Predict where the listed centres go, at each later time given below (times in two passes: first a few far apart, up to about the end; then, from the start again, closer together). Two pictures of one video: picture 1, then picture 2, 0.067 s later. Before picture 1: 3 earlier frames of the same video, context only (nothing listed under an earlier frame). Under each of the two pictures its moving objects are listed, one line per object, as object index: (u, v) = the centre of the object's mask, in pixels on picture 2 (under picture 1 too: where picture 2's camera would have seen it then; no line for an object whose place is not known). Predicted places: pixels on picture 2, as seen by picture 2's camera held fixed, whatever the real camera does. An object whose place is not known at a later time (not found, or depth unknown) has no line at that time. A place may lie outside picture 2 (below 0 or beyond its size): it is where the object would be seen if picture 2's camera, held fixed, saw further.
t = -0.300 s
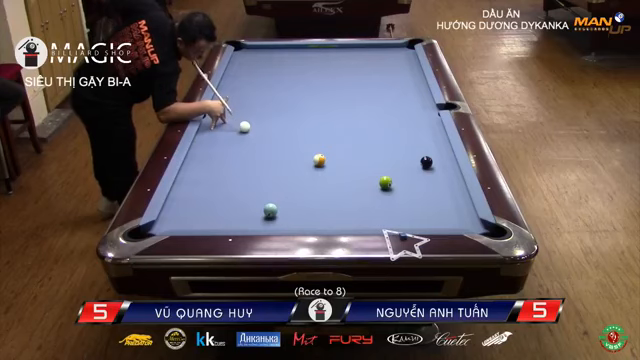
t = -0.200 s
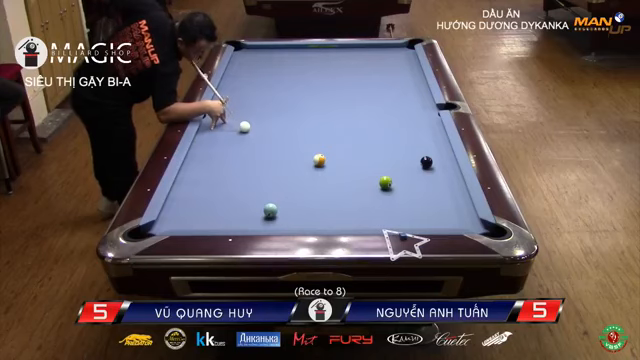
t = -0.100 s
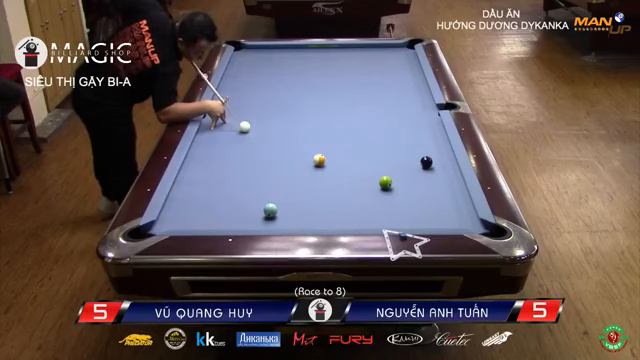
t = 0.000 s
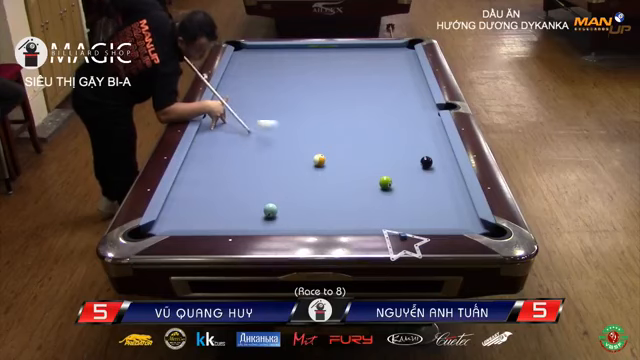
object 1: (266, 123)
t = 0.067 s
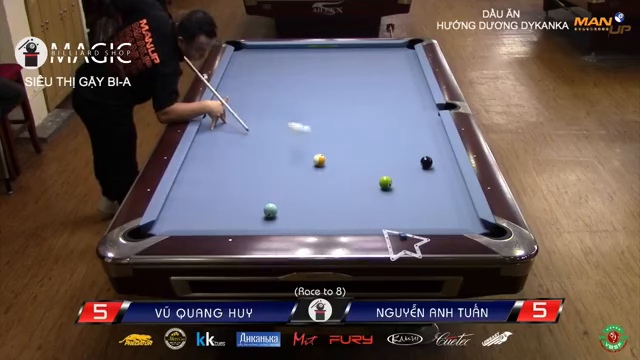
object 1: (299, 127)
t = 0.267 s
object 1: (400, 163)
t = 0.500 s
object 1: (457, 182)
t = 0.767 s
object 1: (414, 200)
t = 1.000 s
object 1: (391, 216)
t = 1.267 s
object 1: (369, 222)
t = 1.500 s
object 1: (352, 220)
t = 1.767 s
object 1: (333, 214)
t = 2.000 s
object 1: (318, 209)
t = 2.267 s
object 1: (303, 203)
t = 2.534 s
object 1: (289, 198)
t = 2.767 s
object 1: (278, 194)
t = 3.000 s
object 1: (267, 190)
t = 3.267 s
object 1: (257, 186)
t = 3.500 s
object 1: (249, 183)
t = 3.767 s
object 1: (241, 180)
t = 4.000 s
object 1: (235, 177)
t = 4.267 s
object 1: (229, 175)
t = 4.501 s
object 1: (224, 173)
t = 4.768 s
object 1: (220, 171)
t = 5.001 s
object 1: (217, 169)
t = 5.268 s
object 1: (215, 168)
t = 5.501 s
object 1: (214, 167)
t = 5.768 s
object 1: (213, 166)
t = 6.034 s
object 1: (212, 166)
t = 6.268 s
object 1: (212, 166)
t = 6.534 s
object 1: (213, 166)
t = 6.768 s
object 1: (213, 166)
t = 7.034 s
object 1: (213, 166)
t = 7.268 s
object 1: (212, 166)
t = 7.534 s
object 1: (213, 166)
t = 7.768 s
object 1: (213, 166)
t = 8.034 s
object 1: (213, 166)
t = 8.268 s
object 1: (213, 166)
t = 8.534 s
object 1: (213, 166)
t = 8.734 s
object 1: (216, 163)
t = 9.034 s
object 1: (210, 163)
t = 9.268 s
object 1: (212, 166)
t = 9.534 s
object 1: (212, 166)
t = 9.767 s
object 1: (213, 166)
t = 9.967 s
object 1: (212, 166)
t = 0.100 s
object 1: (318, 134)
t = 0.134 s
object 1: (337, 141)
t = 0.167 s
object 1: (357, 152)
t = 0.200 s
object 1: (376, 164)
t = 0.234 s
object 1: (390, 165)
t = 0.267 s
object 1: (400, 163)
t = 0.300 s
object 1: (410, 163)
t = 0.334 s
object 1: (422, 166)
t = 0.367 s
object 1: (434, 171)
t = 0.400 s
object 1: (442, 178)
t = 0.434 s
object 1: (455, 189)
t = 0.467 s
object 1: (461, 188)
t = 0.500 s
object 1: (457, 182)
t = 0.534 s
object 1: (452, 181)
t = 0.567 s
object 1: (446, 180)
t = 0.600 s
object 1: (440, 182)
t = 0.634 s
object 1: (433, 187)
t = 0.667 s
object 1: (428, 193)
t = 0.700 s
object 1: (421, 201)
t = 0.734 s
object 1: (417, 200)
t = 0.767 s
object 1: (414, 200)
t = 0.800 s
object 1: (409, 203)
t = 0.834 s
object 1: (405, 207)
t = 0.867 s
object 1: (402, 208)
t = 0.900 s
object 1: (399, 210)
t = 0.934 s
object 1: (396, 212)
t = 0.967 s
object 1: (393, 214)
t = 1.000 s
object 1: (391, 216)
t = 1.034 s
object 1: (388, 218)
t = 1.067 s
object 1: (385, 219)
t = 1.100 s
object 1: (382, 219)
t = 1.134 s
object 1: (380, 221)
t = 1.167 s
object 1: (377, 222)
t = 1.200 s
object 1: (374, 223)
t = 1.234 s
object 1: (372, 223)
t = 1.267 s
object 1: (369, 222)
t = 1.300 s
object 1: (366, 222)
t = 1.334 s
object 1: (363, 222)
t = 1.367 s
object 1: (361, 221)
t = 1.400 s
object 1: (359, 221)
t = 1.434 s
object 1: (356, 220)
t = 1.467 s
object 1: (353, 220)
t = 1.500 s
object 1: (352, 220)
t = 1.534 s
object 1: (349, 219)
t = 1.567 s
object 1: (347, 219)
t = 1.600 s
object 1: (344, 218)
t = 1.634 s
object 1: (340, 217)
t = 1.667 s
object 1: (342, 217)
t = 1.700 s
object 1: (338, 216)
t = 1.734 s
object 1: (335, 215)
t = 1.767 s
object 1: (333, 214)
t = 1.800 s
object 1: (331, 213)
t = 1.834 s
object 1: (329, 212)
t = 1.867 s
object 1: (327, 212)
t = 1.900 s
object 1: (325, 211)
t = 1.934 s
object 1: (322, 210)
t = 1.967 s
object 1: (321, 209)
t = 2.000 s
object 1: (318, 209)
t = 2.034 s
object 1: (316, 208)
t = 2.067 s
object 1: (315, 207)
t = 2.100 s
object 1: (312, 206)
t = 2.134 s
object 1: (310, 206)
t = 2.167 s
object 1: (308, 205)
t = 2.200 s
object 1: (306, 204)
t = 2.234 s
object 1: (305, 204)
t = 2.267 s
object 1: (303, 203)
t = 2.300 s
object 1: (301, 202)
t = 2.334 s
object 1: (299, 202)
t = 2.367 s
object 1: (297, 201)
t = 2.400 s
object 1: (295, 200)
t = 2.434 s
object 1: (294, 200)
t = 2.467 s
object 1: (290, 198)
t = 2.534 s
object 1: (289, 198)
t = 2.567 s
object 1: (287, 197)
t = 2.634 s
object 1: (284, 196)
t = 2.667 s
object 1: (282, 196)
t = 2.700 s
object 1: (281, 195)
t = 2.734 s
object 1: (279, 194)
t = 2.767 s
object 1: (278, 194)
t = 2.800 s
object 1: (276, 193)
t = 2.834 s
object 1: (273, 192)
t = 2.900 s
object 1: (271, 192)
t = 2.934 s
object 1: (270, 191)
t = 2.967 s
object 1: (269, 191)
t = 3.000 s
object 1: (267, 190)
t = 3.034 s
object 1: (266, 190)
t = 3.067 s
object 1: (265, 189)
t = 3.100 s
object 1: (263, 189)
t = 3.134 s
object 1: (262, 188)
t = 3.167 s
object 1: (261, 188)
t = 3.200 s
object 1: (260, 187)
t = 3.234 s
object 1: (258, 187)
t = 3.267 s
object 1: (257, 186)
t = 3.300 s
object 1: (256, 185)
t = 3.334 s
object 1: (255, 185)
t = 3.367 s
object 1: (253, 185)
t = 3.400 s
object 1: (252, 184)
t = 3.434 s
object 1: (251, 184)
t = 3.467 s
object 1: (250, 184)
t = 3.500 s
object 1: (249, 183)
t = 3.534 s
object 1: (248, 183)
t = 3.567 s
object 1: (247, 182)
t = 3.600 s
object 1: (246, 182)
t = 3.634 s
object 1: (245, 182)
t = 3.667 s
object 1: (244, 181)
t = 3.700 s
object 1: (243, 181)
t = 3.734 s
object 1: (242, 180)
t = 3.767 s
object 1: (241, 180)
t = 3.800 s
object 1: (240, 179)
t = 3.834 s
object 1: (239, 179)
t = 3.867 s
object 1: (238, 179)
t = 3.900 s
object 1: (237, 178)
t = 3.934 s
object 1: (236, 178)
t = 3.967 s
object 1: (236, 178)
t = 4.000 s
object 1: (235, 177)
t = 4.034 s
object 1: (234, 177)
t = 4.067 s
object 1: (233, 177)
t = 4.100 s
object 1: (232, 176)
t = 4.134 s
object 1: (232, 176)
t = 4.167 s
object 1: (231, 176)
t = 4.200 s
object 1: (230, 175)
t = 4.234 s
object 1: (229, 175)
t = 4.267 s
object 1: (229, 175)
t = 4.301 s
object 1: (228, 175)
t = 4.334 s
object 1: (227, 174)
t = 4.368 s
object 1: (227, 174)
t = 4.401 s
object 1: (226, 174)
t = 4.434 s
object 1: (225, 173)
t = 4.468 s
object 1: (225, 173)
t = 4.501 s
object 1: (224, 173)
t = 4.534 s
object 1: (224, 173)
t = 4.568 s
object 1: (223, 172)
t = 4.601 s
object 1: (223, 172)
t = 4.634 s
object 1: (222, 172)
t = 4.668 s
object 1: (222, 172)
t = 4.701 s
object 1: (221, 172)
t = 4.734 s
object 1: (221, 171)
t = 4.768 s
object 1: (220, 171)
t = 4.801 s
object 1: (220, 171)
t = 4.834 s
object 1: (219, 171)
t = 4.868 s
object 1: (219, 170)
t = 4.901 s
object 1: (218, 170)
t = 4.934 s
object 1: (218, 170)
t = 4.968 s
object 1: (218, 170)
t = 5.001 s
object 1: (217, 169)
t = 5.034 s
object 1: (217, 169)
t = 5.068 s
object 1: (217, 169)
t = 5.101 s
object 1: (216, 169)
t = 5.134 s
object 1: (216, 169)
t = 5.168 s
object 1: (215, 169)
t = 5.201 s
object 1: (215, 169)
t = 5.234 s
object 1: (215, 168)
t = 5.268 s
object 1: (215, 168)
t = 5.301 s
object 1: (214, 168)
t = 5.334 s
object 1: (214, 168)
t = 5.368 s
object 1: (214, 168)
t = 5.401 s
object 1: (214, 168)
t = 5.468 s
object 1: (214, 167)
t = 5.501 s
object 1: (214, 167)
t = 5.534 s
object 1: (213, 167)
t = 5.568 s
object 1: (213, 167)
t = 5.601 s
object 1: (213, 167)
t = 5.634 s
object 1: (213, 167)
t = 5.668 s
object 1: (213, 167)
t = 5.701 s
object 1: (213, 167)
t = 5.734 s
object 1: (213, 167)
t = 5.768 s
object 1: (213, 166)
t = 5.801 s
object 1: (212, 166)
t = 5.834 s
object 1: (212, 166)
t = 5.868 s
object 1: (212, 166)
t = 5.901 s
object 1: (212, 166)
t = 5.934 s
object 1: (212, 166)
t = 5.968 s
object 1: (212, 166)
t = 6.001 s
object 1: (212, 166)
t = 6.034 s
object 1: (212, 166)
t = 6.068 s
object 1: (212, 166)
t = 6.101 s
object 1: (212, 166)
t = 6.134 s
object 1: (212, 166)
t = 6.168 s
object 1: (212, 166)
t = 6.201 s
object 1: (212, 166)
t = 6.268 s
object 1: (212, 166)
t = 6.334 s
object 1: (212, 166)
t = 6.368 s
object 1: (212, 166)
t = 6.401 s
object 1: (212, 166)
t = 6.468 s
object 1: (213, 166)
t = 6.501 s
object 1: (213, 166)
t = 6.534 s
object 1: (213, 166)
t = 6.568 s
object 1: (213, 166)
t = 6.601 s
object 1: (213, 166)
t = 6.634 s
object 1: (213, 166)
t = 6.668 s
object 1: (213, 166)
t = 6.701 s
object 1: (213, 166)
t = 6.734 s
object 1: (213, 166)
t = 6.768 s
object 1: (213, 166)
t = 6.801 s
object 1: (213, 166)
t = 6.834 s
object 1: (213, 166)
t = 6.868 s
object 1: (212, 166)
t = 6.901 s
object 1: (213, 166)
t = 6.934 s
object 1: (213, 166)
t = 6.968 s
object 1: (213, 166)
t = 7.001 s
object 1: (213, 166)
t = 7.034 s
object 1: (213, 166)
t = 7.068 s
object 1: (213, 166)
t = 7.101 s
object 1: (213, 166)
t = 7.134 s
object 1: (213, 166)
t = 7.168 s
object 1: (213, 166)
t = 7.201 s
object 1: (213, 166)
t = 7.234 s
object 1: (213, 166)
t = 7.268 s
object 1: (212, 166)
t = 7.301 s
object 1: (213, 166)
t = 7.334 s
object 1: (213, 166)
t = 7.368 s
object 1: (213, 166)
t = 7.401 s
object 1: (213, 166)
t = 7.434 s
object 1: (213, 166)
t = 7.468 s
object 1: (213, 166)
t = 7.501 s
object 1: (213, 166)
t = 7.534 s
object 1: (213, 166)
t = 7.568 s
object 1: (213, 166)
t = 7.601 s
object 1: (213, 166)
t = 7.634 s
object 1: (213, 166)
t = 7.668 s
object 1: (213, 166)
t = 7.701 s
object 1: (213, 166)
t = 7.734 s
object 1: (213, 166)
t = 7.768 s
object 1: (213, 166)
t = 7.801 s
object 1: (213, 166)
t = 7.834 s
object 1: (213, 166)
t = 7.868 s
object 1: (213, 166)
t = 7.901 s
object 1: (213, 166)
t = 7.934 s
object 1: (213, 166)
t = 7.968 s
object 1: (213, 166)
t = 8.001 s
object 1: (213, 166)
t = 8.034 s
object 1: (213, 166)
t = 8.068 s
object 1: (213, 166)
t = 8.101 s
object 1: (213, 166)
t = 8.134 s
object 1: (213, 166)
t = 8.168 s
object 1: (213, 166)
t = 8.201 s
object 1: (213, 166)
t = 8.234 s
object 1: (213, 166)
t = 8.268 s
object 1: (213, 166)
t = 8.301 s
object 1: (213, 166)
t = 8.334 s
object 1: (212, 166)
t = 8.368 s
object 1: (213, 166)
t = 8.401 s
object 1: (213, 166)
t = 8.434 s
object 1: (212, 166)
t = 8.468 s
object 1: (213, 166)
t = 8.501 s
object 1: (213, 166)
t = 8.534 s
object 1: (213, 166)
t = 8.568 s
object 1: (213, 166)
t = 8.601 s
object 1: (213, 166)
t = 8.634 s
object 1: (213, 166)
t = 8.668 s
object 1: (213, 166)
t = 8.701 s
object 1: (214, 165)
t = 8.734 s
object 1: (216, 163)
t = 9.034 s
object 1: (210, 163)
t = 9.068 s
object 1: (212, 165)
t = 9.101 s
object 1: (213, 166)
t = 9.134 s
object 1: (212, 166)
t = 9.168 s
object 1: (213, 166)
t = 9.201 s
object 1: (213, 166)
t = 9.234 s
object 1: (213, 166)
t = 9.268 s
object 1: (212, 166)
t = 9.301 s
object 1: (212, 166)
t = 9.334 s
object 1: (213, 166)
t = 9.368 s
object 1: (212, 166)
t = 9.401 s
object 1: (212, 166)
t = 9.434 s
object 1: (212, 166)
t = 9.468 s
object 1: (212, 166)
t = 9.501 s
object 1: (212, 166)
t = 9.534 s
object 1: (212, 166)
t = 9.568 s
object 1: (212, 166)
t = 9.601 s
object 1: (212, 166)
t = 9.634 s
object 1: (213, 166)
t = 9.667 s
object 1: (213, 166)
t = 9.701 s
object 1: (213, 166)
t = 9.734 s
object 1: (213, 166)
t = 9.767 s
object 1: (213, 166)
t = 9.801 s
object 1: (213, 166)
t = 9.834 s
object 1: (212, 166)
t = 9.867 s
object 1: (212, 166)
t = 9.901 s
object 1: (212, 166)
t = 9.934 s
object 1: (212, 166)
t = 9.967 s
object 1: (212, 166)
